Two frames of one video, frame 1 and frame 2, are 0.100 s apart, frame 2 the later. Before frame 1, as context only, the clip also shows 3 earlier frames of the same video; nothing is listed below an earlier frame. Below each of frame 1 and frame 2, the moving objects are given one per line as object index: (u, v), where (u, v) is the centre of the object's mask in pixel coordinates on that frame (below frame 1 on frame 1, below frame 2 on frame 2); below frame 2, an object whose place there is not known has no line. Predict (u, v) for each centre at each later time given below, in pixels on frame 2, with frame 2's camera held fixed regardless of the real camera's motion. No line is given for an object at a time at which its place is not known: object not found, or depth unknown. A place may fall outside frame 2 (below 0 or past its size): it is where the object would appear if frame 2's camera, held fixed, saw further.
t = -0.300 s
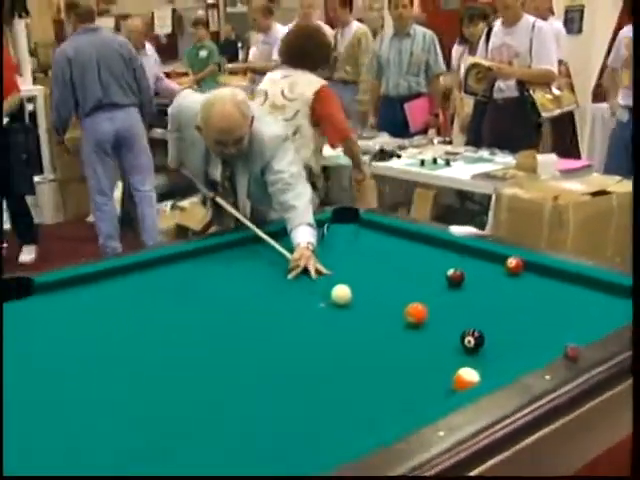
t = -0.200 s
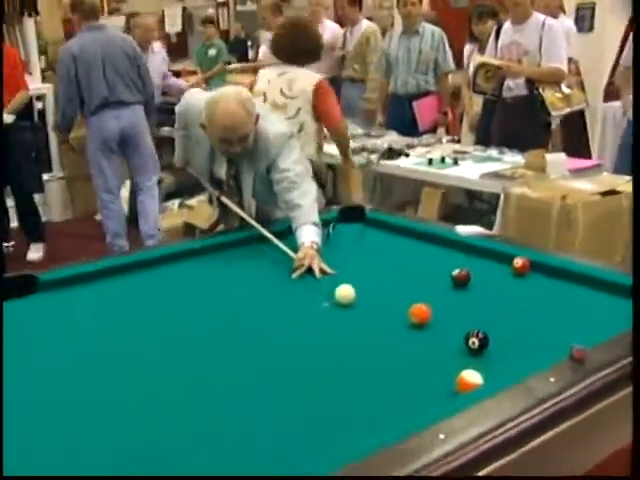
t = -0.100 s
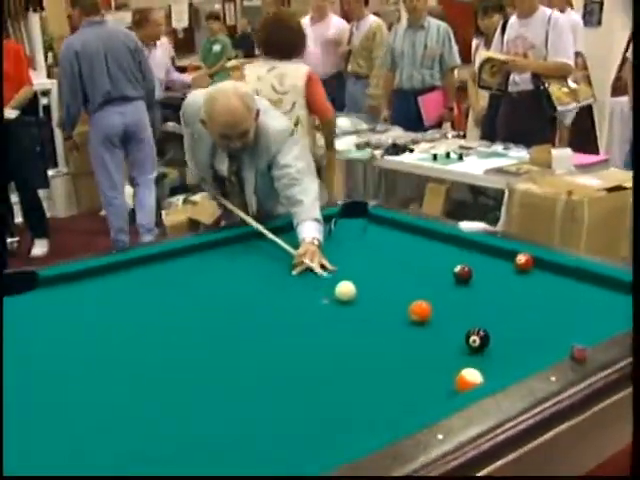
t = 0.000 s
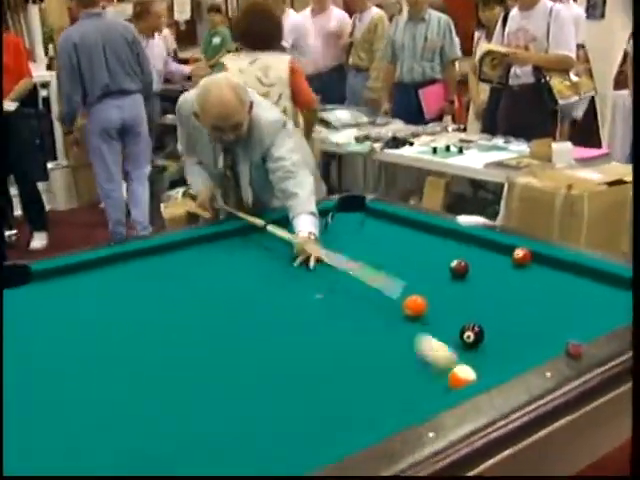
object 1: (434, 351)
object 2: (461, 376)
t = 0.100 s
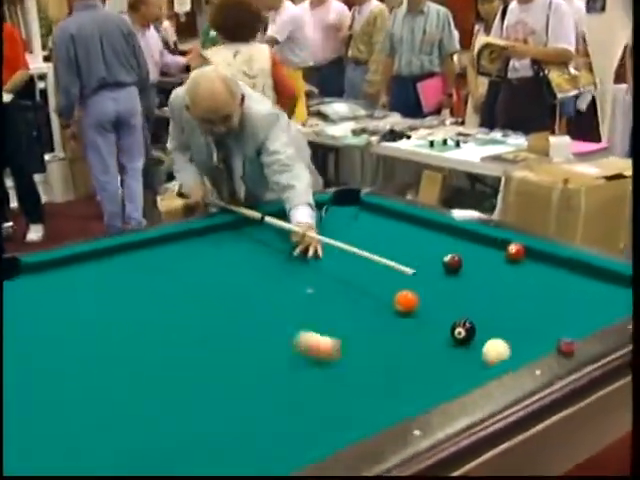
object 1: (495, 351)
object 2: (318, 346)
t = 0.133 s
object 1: (503, 343)
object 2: (270, 334)
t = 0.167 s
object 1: (509, 335)
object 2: (227, 324)
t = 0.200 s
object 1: (516, 328)
